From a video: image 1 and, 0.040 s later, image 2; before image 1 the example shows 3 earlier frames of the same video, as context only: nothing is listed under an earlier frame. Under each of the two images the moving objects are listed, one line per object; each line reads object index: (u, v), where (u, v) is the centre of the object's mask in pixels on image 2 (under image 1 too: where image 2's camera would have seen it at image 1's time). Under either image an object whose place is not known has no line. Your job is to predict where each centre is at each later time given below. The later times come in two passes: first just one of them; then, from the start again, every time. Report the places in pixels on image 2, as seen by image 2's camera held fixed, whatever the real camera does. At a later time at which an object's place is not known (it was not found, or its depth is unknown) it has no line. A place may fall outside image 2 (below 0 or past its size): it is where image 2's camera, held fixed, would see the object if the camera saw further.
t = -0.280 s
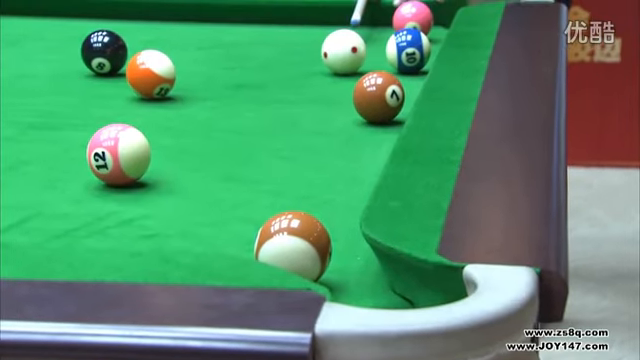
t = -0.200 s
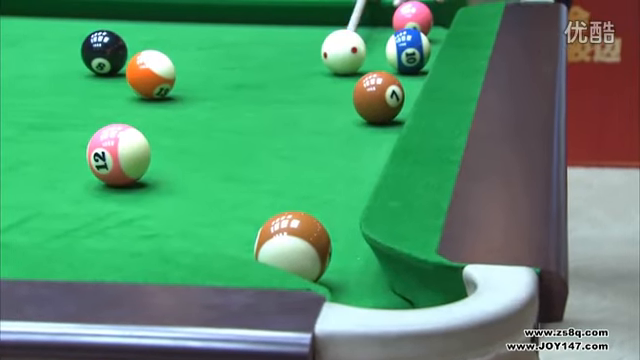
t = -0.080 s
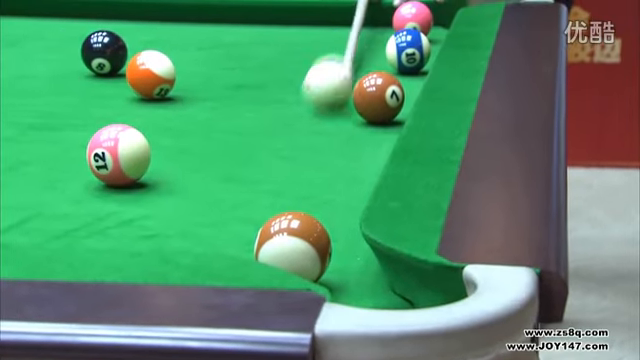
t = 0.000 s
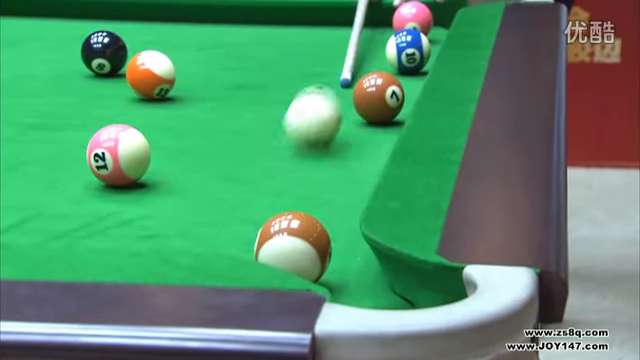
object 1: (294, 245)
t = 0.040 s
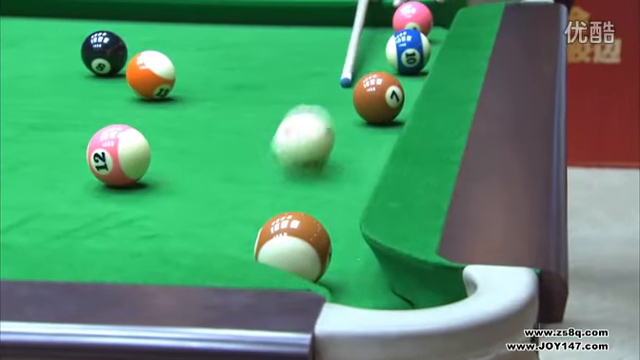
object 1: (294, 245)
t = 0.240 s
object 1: (340, 272)
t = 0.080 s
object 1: (294, 245)
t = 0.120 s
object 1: (294, 245)
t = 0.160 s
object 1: (294, 245)
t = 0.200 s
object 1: (306, 251)
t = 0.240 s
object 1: (340, 272)
